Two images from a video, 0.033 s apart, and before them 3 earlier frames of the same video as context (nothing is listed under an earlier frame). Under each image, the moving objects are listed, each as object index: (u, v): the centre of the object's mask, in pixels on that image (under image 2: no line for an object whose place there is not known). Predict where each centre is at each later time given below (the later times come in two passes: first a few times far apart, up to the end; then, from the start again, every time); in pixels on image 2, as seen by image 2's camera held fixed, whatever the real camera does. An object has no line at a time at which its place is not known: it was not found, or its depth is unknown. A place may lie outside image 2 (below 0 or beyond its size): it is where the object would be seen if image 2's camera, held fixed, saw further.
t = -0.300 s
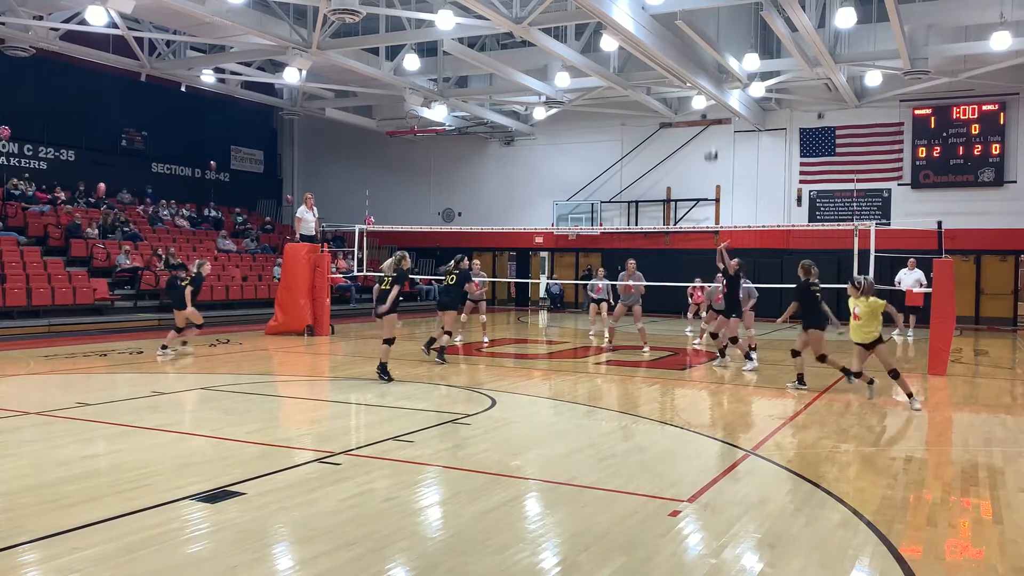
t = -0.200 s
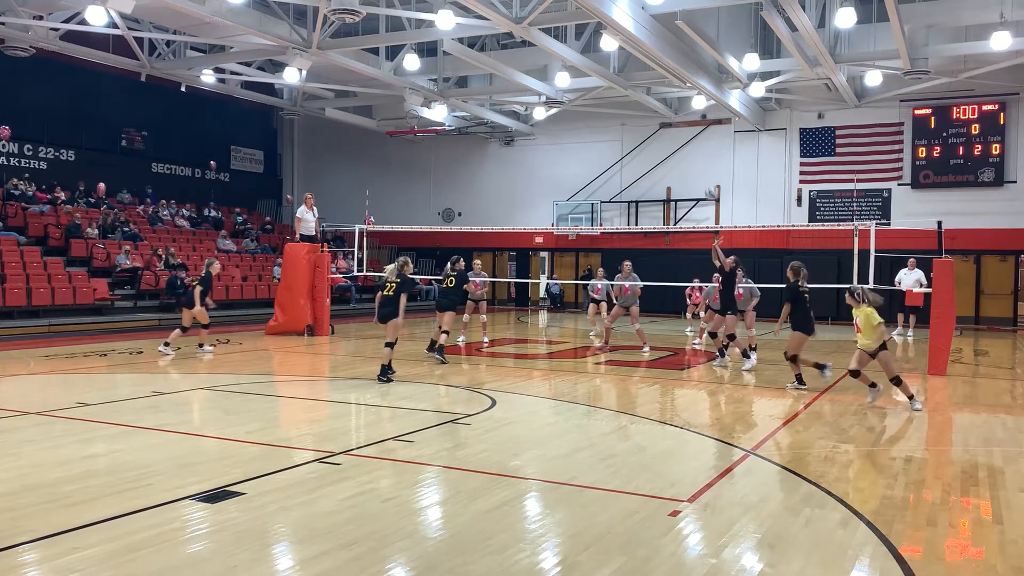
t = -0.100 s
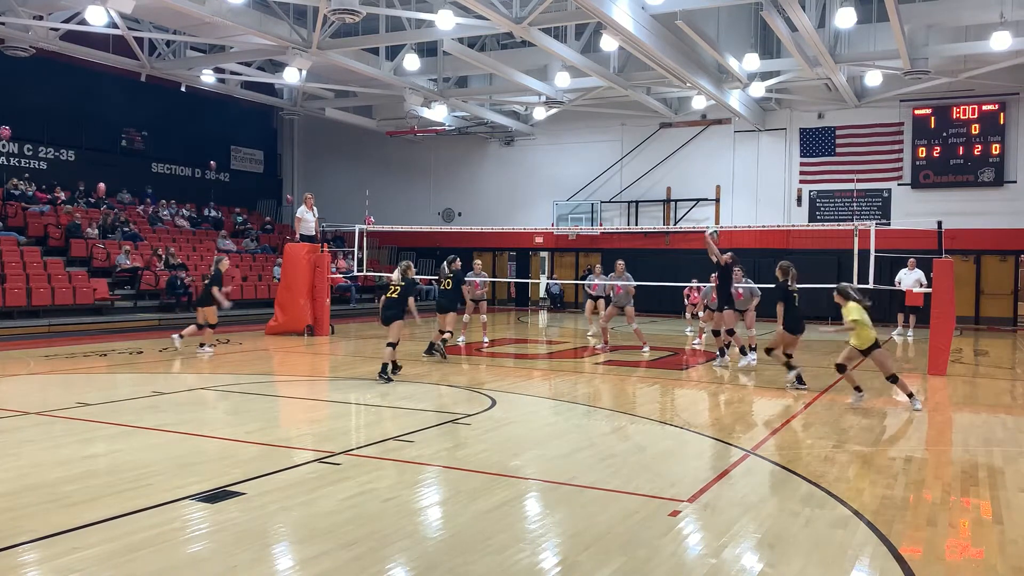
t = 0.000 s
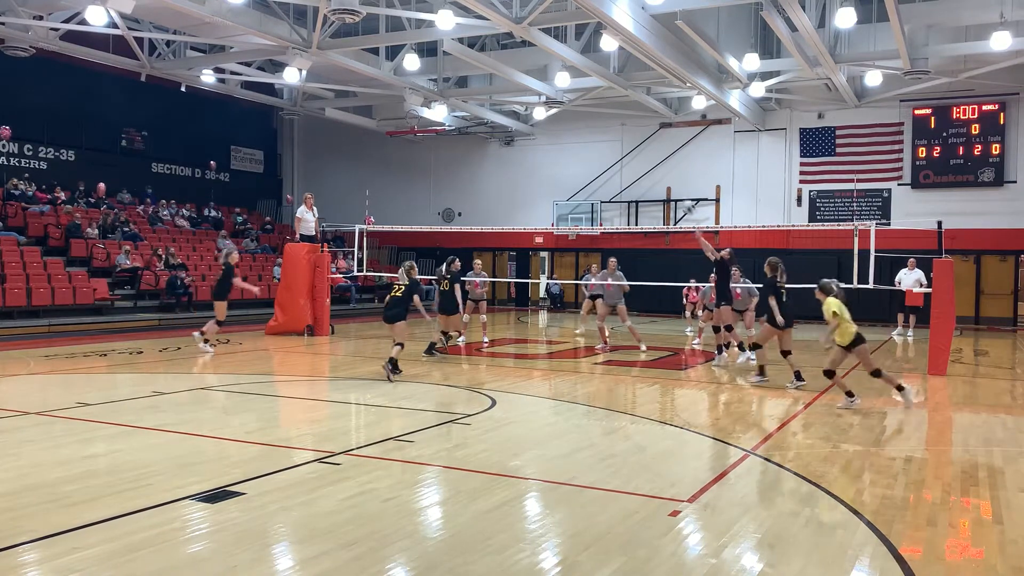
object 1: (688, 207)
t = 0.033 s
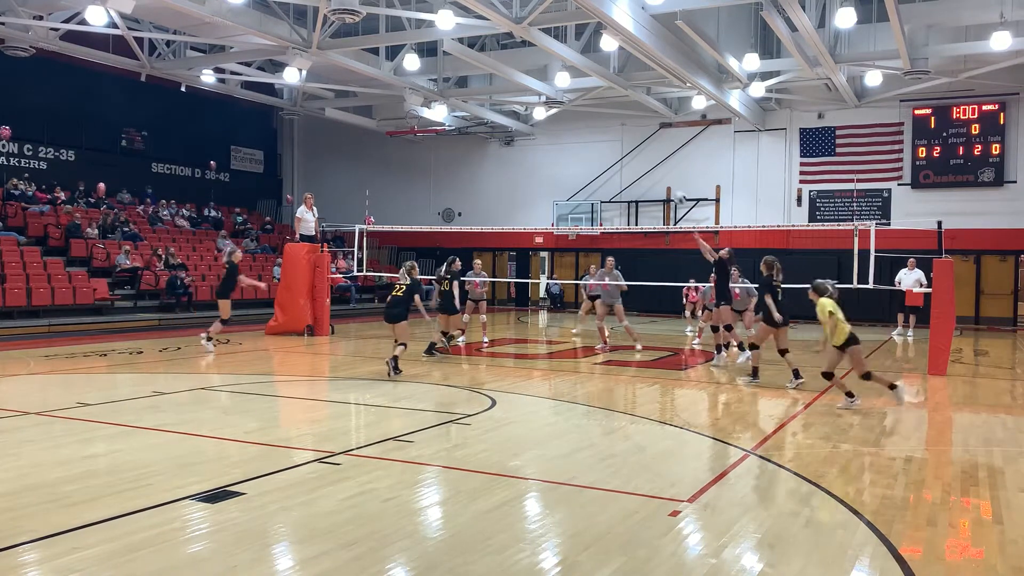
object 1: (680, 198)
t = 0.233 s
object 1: (631, 162)
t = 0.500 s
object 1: (570, 152)
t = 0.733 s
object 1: (521, 178)
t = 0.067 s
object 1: (671, 190)
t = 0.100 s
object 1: (663, 183)
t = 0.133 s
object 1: (655, 176)
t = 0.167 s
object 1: (646, 170)
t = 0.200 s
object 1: (638, 165)
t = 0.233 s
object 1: (631, 162)
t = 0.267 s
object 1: (623, 158)
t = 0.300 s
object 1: (614, 155)
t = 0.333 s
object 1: (607, 153)
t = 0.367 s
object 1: (600, 151)
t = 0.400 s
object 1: (591, 151)
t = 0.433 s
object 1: (584, 150)
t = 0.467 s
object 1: (577, 151)
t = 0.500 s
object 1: (570, 152)
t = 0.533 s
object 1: (562, 154)
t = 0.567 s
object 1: (556, 156)
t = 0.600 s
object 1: (549, 159)
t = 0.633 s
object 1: (541, 163)
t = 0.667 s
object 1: (534, 167)
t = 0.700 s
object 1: (528, 172)
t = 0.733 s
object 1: (521, 178)
